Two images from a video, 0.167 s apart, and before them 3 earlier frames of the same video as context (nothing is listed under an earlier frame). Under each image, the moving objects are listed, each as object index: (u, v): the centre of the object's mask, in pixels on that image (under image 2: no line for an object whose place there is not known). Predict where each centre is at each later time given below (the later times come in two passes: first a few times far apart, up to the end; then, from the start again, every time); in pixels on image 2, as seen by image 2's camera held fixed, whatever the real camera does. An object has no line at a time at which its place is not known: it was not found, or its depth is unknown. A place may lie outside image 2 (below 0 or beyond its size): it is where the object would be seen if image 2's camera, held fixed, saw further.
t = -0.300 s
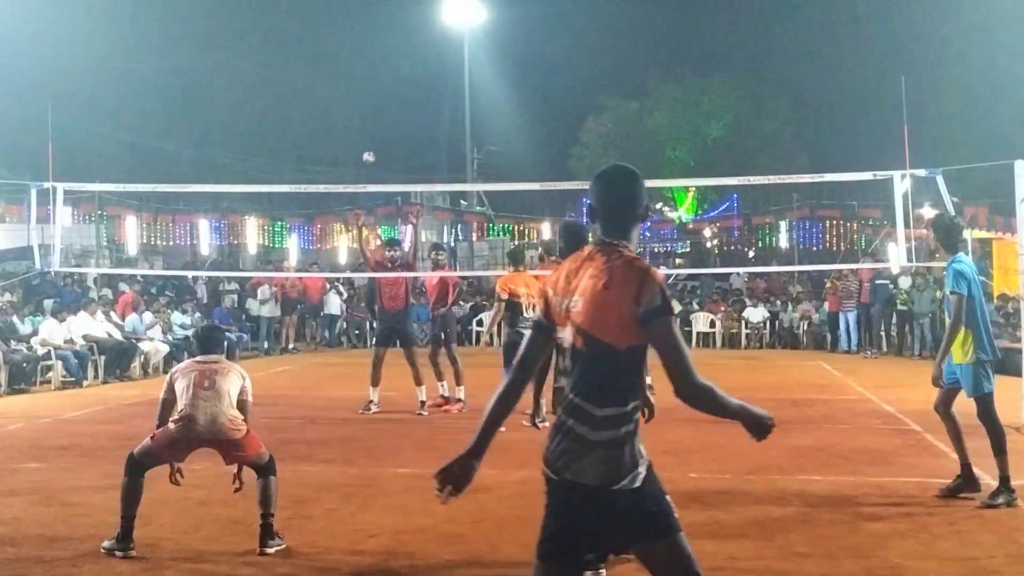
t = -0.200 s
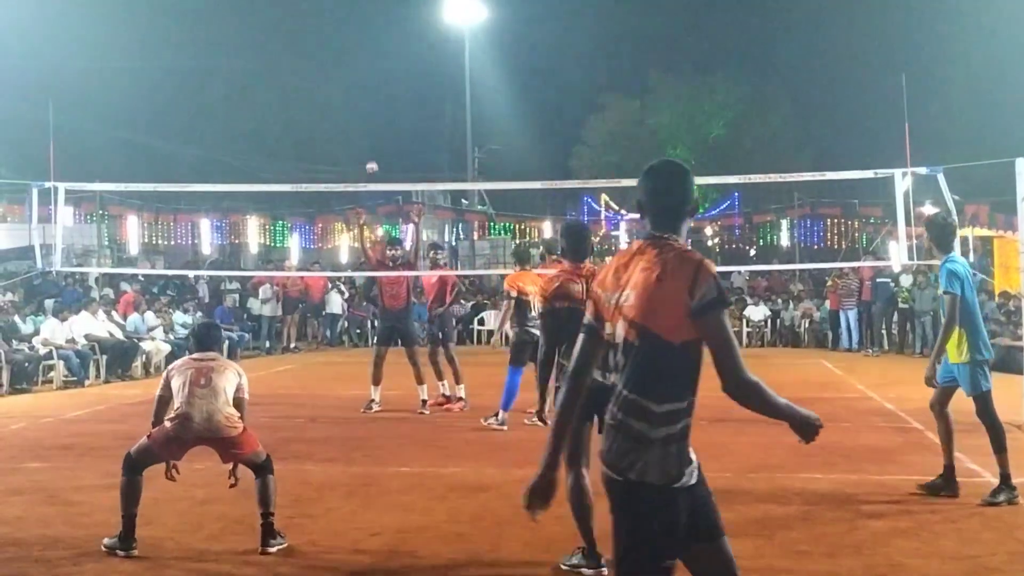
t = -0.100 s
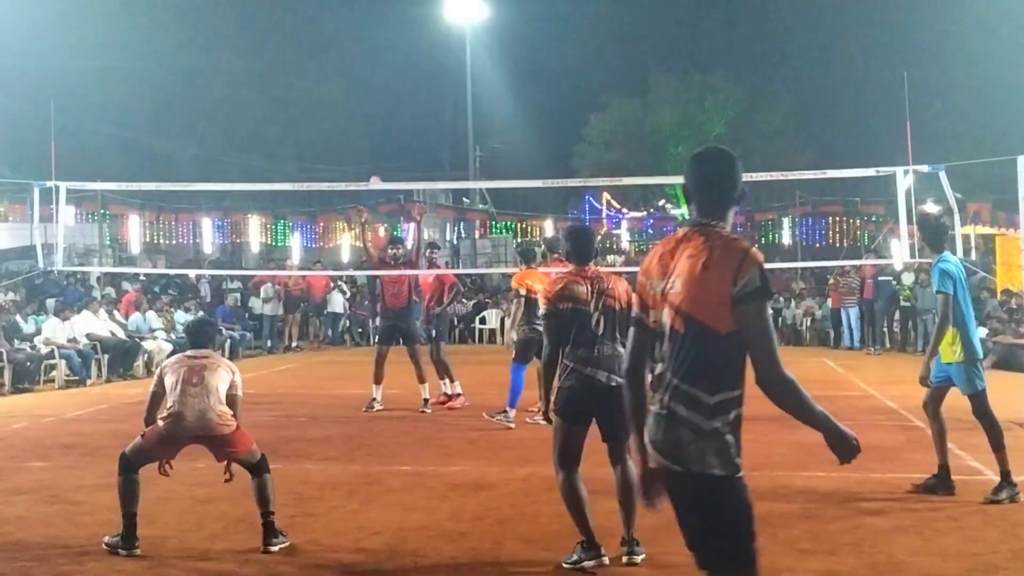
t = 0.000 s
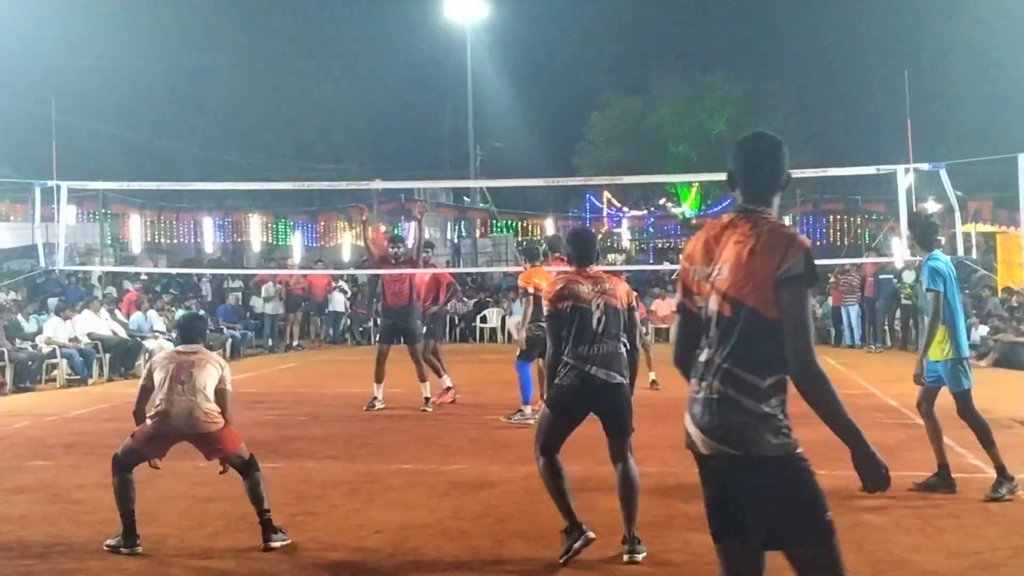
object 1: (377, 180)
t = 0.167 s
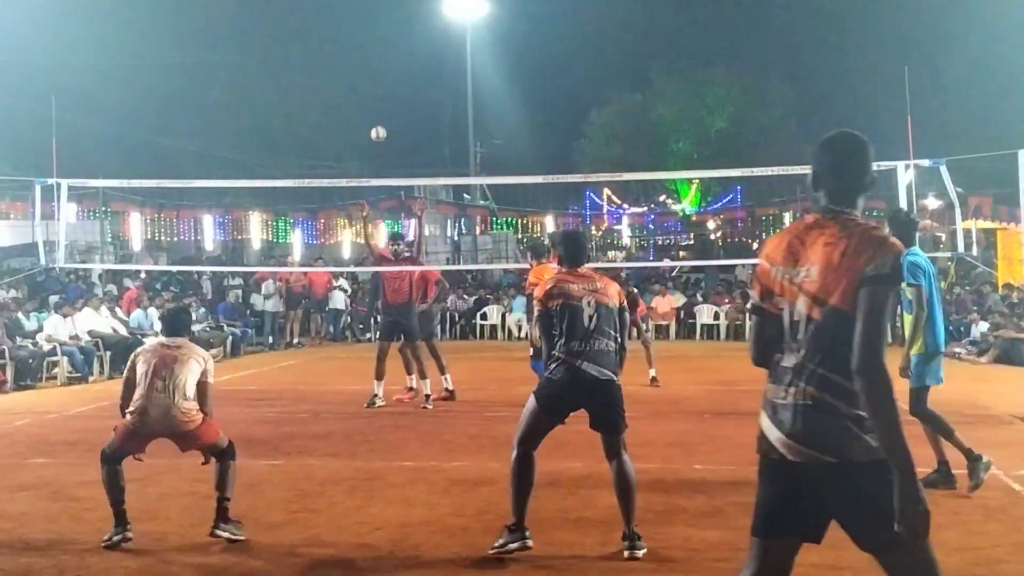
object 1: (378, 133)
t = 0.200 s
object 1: (380, 126)
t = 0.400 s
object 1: (395, 97)
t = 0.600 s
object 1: (433, 131)
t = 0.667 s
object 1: (453, 166)
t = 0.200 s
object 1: (380, 126)
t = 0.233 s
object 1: (381, 118)
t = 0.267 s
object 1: (383, 111)
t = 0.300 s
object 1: (385, 106)
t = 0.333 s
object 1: (388, 102)
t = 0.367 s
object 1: (391, 99)
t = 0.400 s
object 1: (395, 97)
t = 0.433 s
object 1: (399, 97)
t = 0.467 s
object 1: (404, 98)
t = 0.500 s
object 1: (410, 102)
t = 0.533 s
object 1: (416, 109)
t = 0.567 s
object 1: (424, 119)
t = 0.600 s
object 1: (433, 131)
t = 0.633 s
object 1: (442, 147)
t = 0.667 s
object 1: (453, 166)
